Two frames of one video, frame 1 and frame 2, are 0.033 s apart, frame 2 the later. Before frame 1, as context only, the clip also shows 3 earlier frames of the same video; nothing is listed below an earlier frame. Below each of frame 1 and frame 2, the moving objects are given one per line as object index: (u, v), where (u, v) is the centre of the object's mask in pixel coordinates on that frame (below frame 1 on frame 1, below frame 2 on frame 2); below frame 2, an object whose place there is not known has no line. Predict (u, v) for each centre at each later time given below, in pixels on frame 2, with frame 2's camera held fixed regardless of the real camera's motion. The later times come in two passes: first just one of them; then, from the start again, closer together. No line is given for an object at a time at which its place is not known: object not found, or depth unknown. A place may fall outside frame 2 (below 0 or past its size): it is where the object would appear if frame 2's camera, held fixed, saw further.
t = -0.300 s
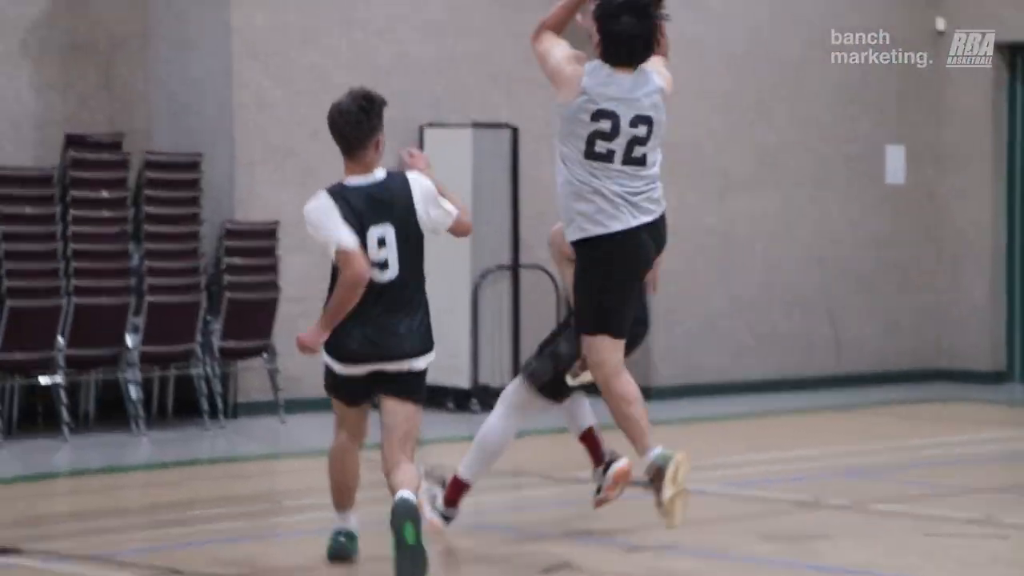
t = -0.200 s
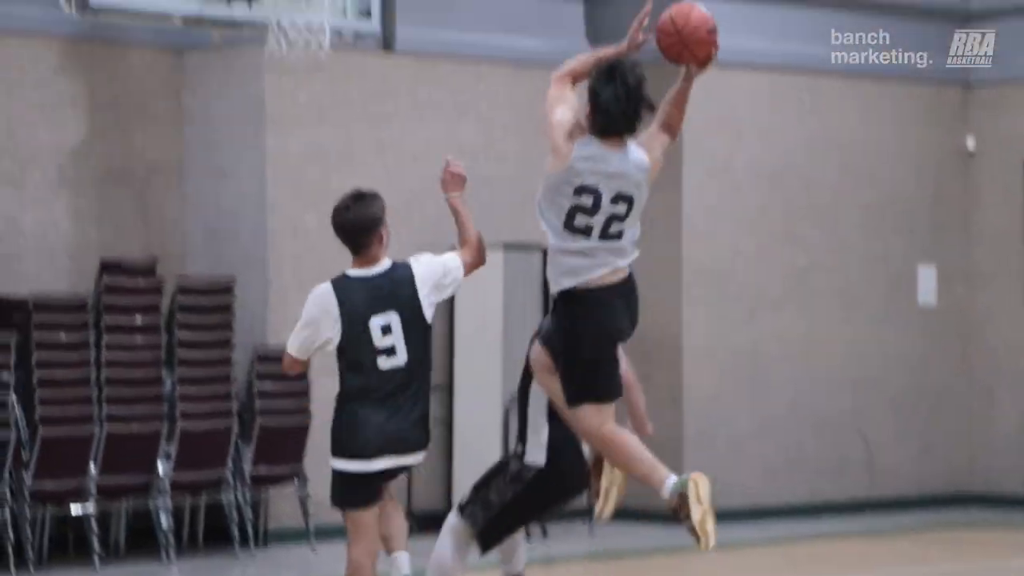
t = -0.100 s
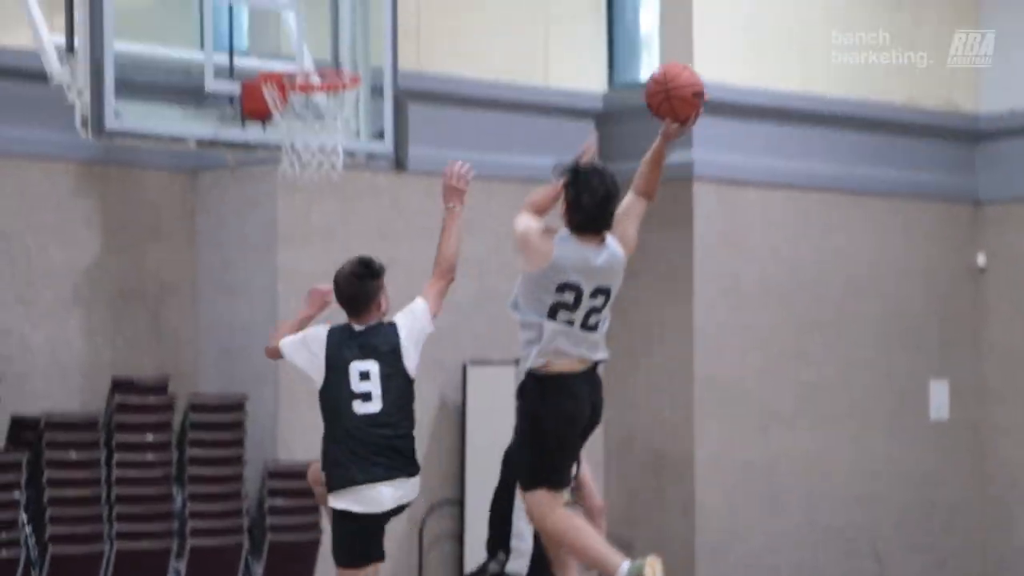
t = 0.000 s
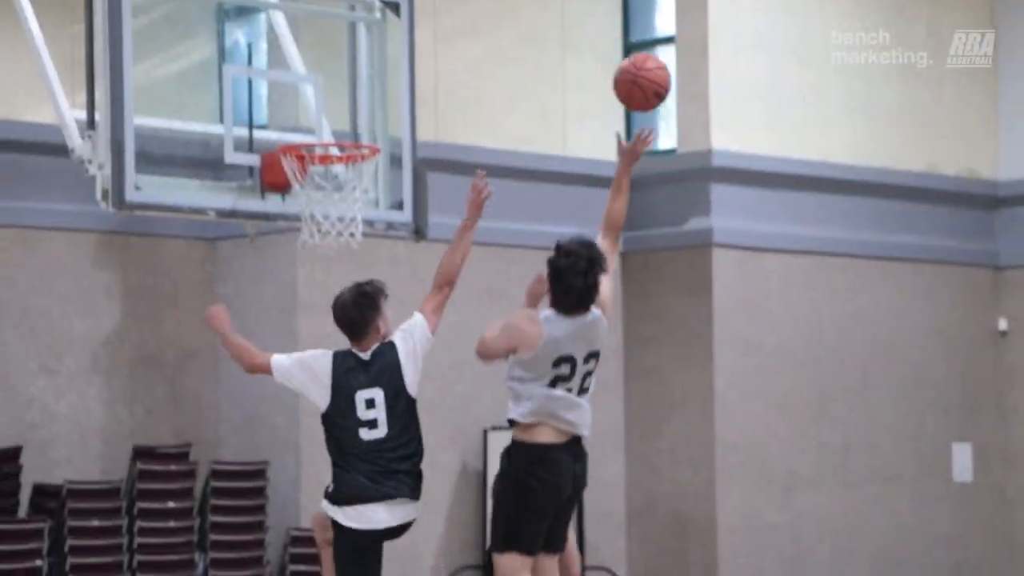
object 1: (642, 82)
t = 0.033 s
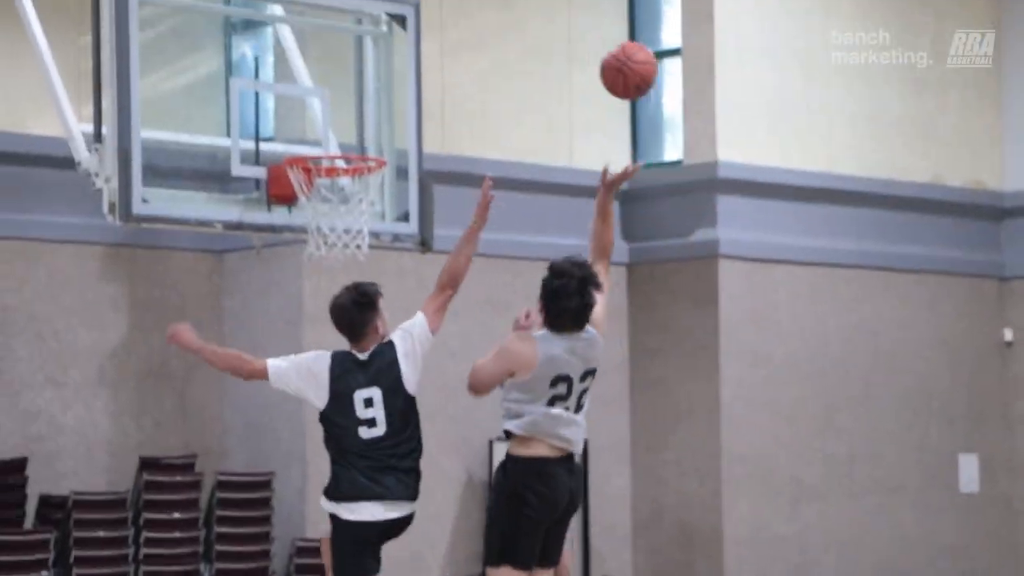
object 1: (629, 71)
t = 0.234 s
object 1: (517, -4)
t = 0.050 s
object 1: (619, 60)
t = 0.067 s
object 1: (609, 50)
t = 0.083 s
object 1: (599, 41)
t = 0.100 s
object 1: (590, 32)
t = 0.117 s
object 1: (580, 25)
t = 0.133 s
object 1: (571, 17)
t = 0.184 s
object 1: (544, 3)
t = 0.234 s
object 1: (517, -4)
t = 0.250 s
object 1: (508, -5)
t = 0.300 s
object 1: (483, -7)
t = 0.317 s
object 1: (475, -7)
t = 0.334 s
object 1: (466, -7)
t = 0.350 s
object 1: (458, -7)
